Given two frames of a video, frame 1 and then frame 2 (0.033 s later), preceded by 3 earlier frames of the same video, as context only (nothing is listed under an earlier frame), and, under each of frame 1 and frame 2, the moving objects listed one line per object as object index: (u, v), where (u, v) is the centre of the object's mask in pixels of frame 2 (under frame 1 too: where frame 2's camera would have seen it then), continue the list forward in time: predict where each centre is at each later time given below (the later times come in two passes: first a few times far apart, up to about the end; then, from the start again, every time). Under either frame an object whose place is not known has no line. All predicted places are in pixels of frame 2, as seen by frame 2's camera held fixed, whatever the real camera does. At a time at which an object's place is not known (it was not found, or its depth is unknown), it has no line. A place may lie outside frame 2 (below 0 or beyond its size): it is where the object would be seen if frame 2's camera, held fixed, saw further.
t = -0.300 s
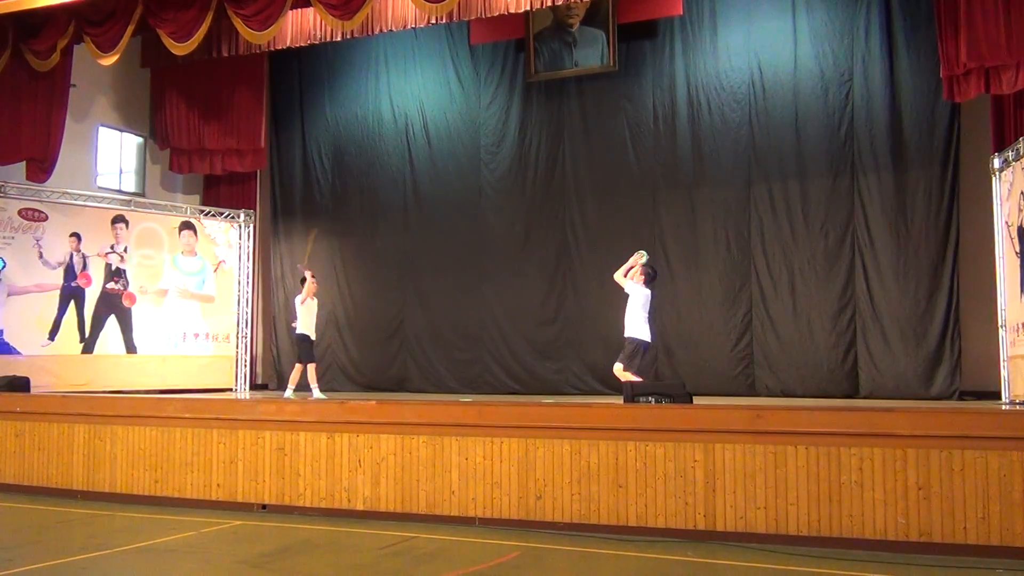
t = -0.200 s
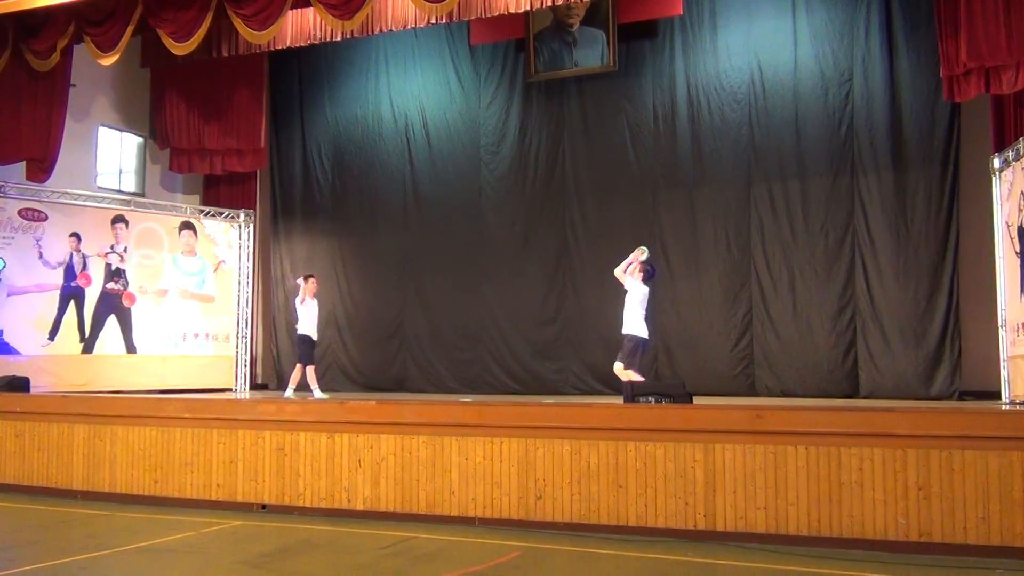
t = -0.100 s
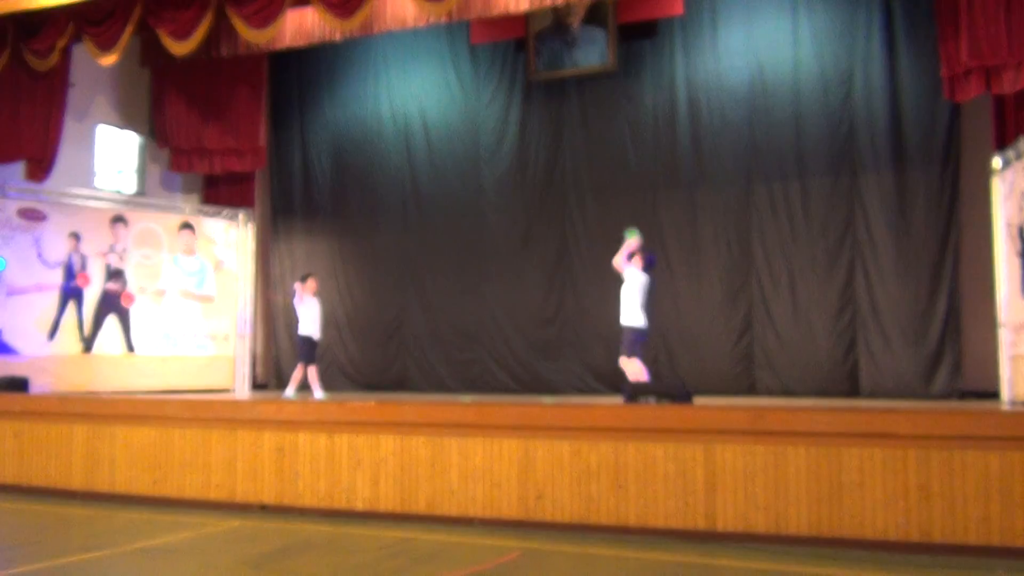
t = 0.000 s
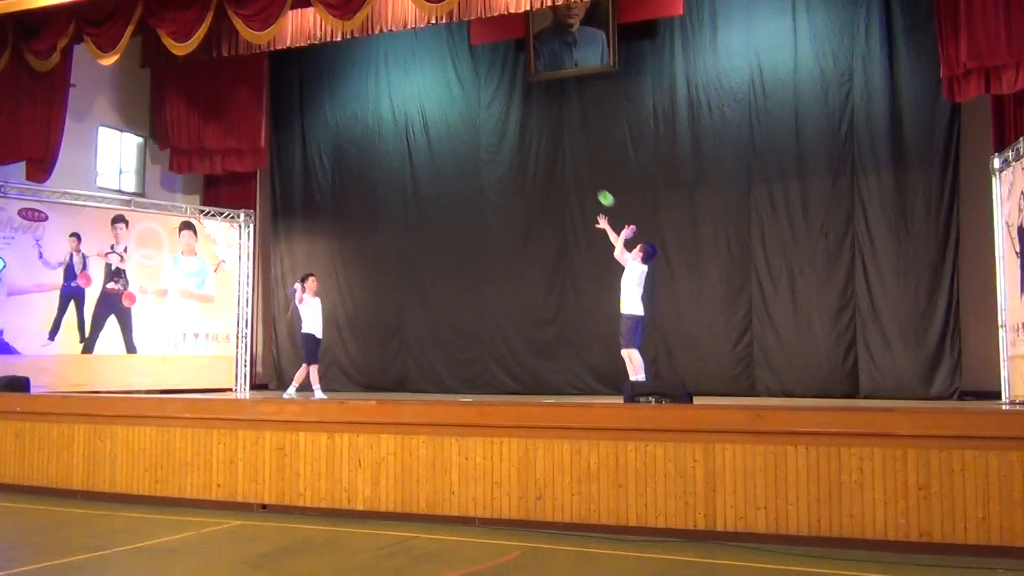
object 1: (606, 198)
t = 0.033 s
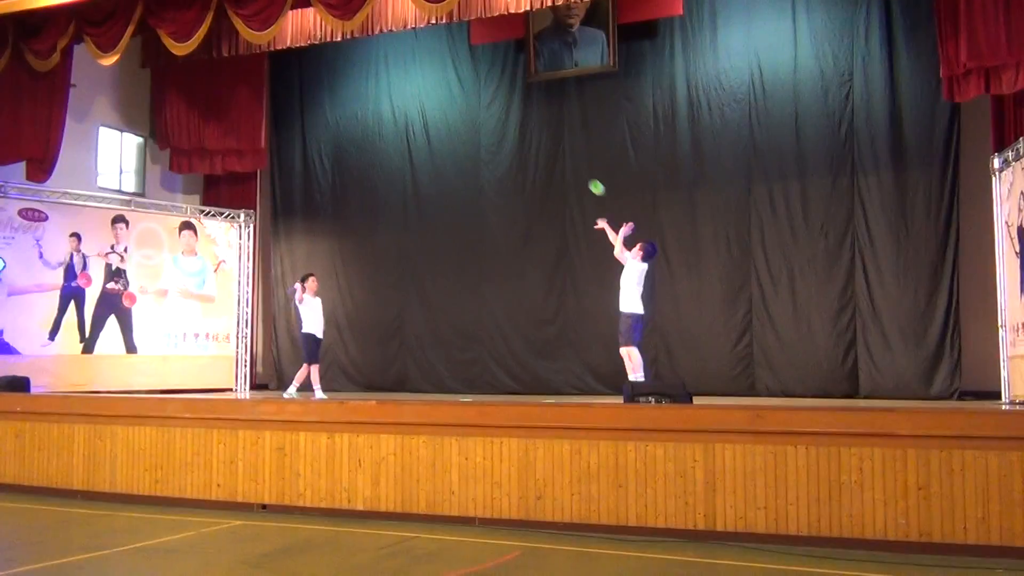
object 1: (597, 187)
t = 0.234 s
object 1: (543, 143)
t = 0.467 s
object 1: (485, 134)
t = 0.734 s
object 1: (421, 176)
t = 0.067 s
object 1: (587, 178)
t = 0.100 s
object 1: (578, 169)
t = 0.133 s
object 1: (570, 161)
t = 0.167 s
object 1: (561, 154)
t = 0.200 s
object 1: (552, 148)
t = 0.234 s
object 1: (543, 143)
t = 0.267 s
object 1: (535, 139)
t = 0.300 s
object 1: (526, 136)
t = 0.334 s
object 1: (518, 134)
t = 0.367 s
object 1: (510, 133)
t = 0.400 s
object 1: (501, 132)
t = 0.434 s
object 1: (493, 132)
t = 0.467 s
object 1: (485, 134)
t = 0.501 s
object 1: (477, 136)
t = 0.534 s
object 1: (469, 139)
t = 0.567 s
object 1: (461, 143)
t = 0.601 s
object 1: (453, 148)
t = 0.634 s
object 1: (445, 154)
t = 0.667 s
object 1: (437, 160)
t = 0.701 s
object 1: (429, 168)
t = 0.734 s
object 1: (421, 176)
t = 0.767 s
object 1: (414, 185)
